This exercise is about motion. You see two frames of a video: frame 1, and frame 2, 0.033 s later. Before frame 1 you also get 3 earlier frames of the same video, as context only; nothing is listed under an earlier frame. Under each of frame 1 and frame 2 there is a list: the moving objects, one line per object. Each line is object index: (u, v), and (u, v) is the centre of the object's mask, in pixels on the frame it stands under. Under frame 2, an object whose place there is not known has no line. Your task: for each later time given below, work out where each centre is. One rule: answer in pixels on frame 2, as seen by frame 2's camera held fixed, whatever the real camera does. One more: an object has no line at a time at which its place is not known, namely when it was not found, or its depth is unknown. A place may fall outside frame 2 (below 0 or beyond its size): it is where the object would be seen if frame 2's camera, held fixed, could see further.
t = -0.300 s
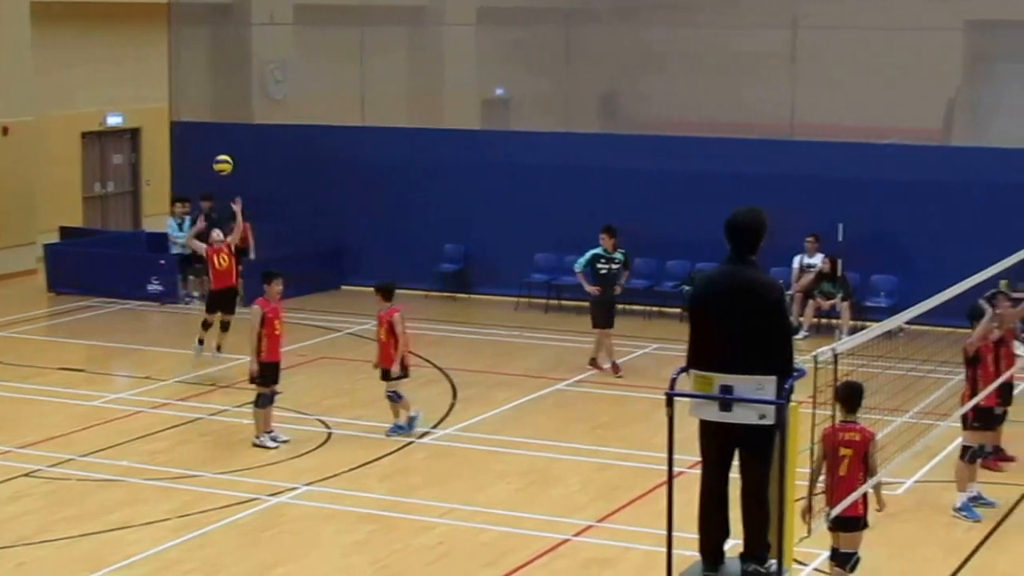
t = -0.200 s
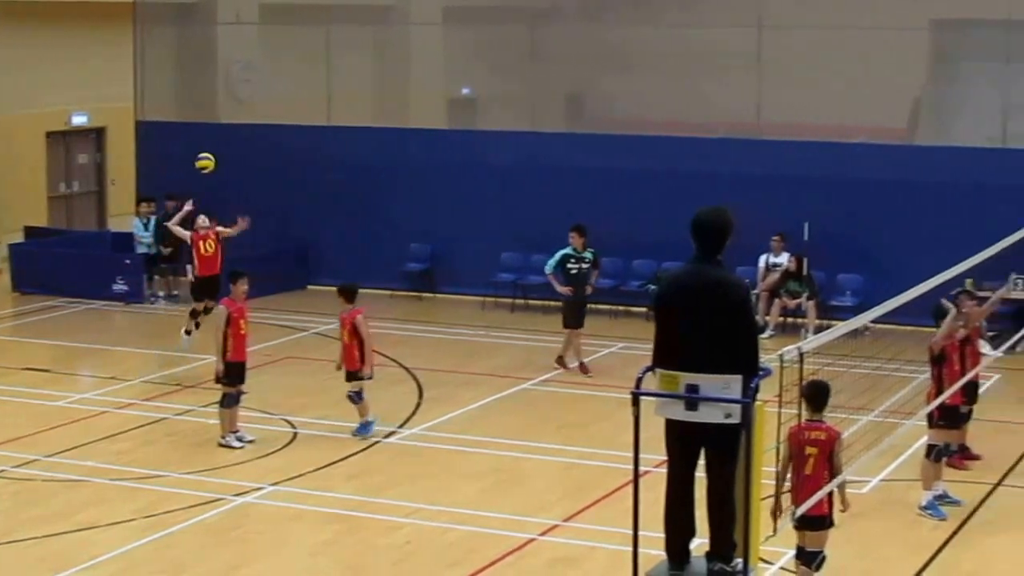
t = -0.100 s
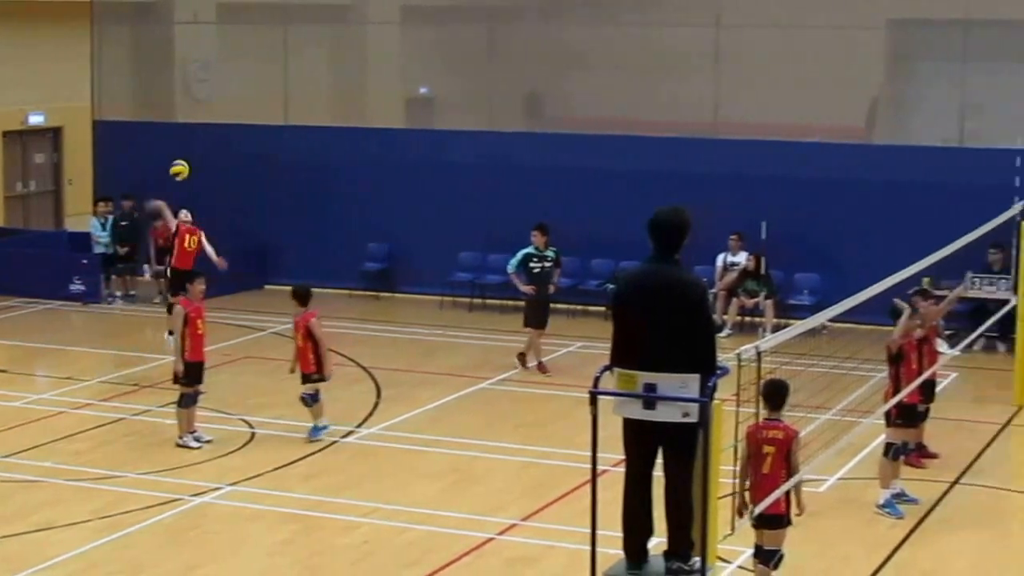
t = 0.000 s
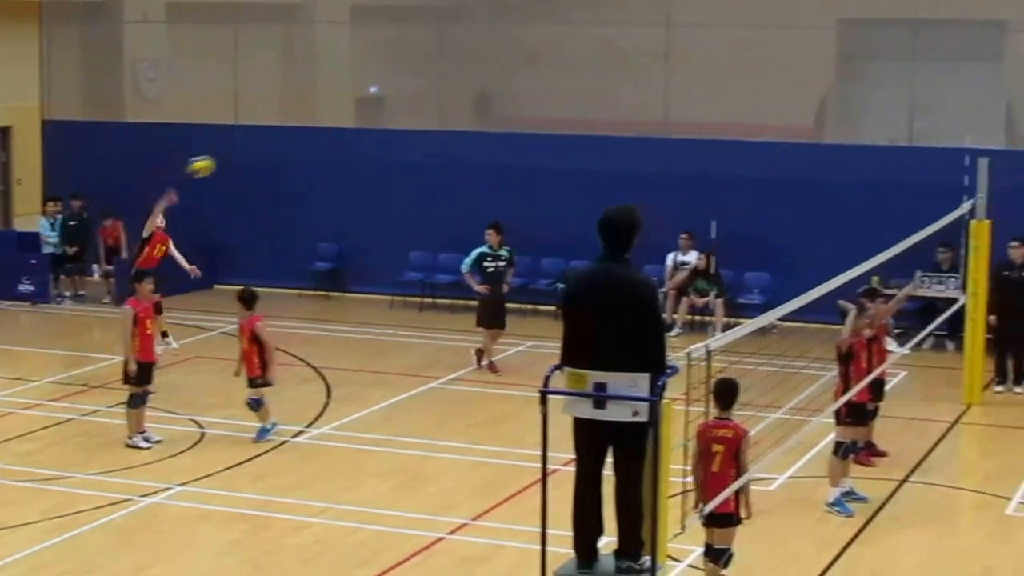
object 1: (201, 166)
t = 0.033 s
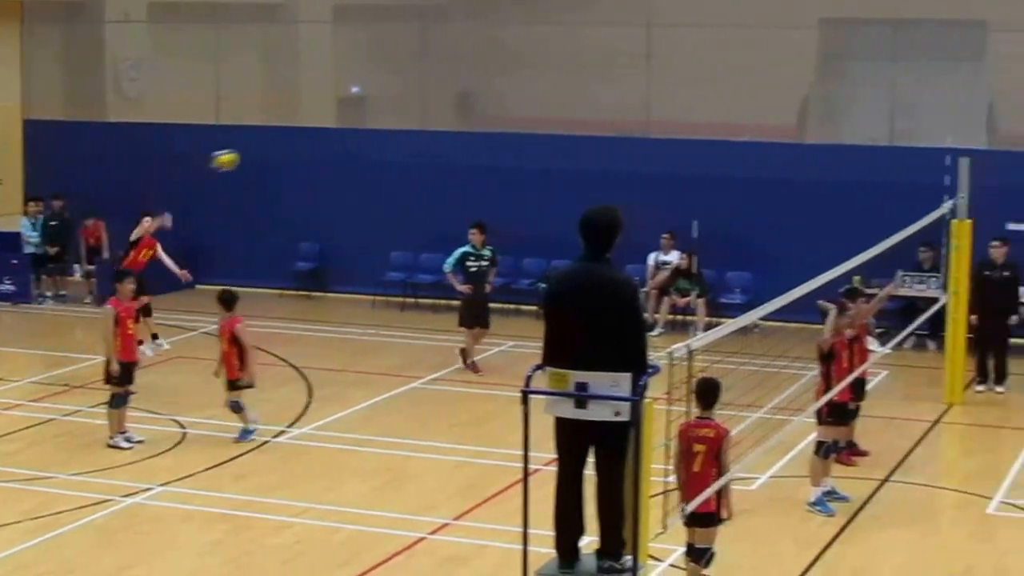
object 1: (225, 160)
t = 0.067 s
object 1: (262, 155)
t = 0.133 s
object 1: (344, 147)
